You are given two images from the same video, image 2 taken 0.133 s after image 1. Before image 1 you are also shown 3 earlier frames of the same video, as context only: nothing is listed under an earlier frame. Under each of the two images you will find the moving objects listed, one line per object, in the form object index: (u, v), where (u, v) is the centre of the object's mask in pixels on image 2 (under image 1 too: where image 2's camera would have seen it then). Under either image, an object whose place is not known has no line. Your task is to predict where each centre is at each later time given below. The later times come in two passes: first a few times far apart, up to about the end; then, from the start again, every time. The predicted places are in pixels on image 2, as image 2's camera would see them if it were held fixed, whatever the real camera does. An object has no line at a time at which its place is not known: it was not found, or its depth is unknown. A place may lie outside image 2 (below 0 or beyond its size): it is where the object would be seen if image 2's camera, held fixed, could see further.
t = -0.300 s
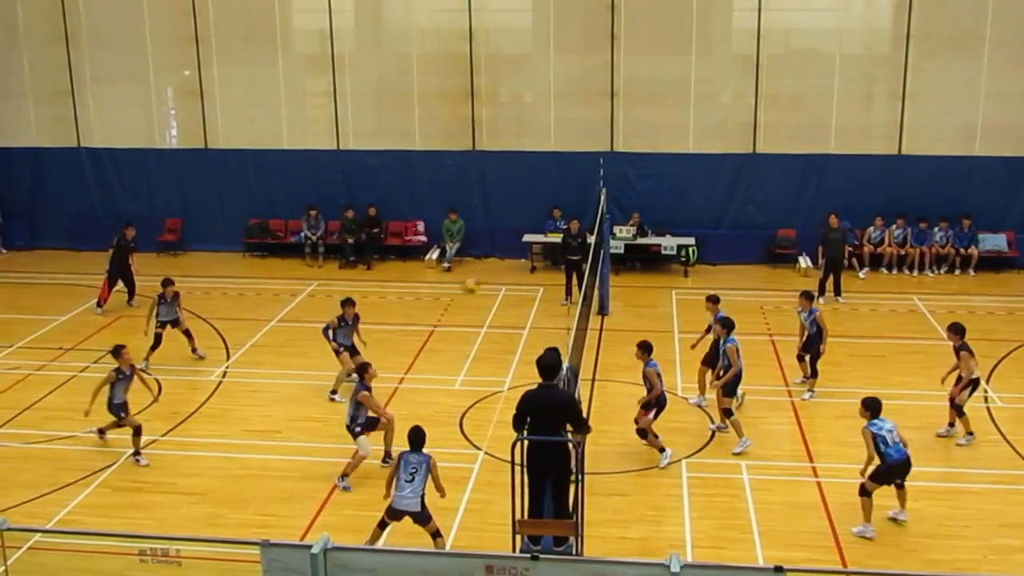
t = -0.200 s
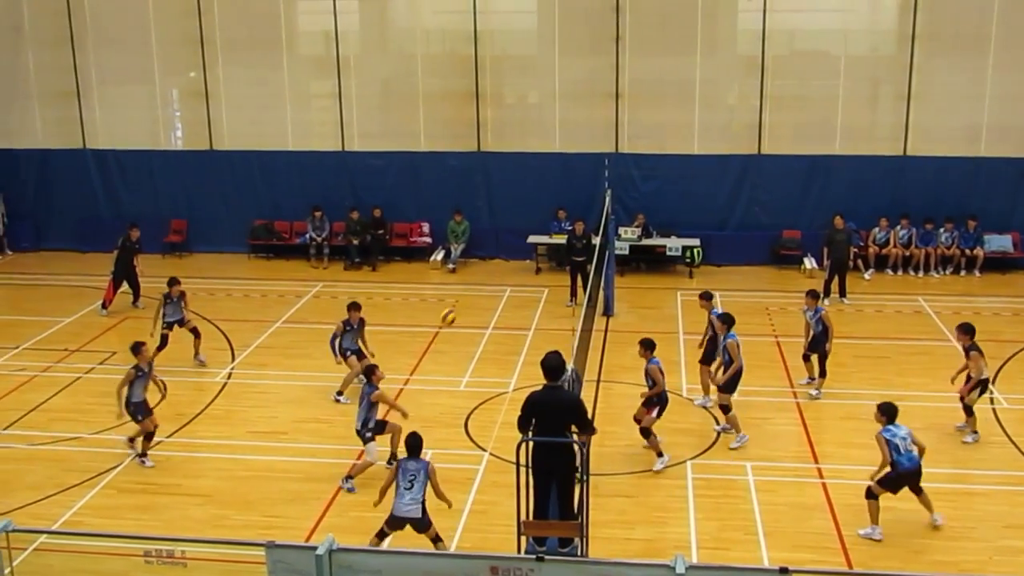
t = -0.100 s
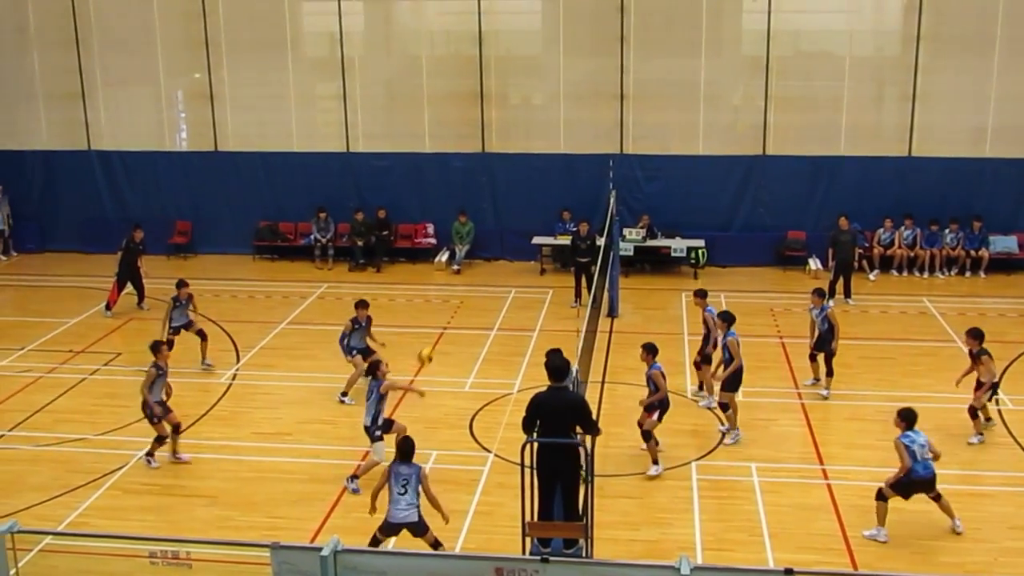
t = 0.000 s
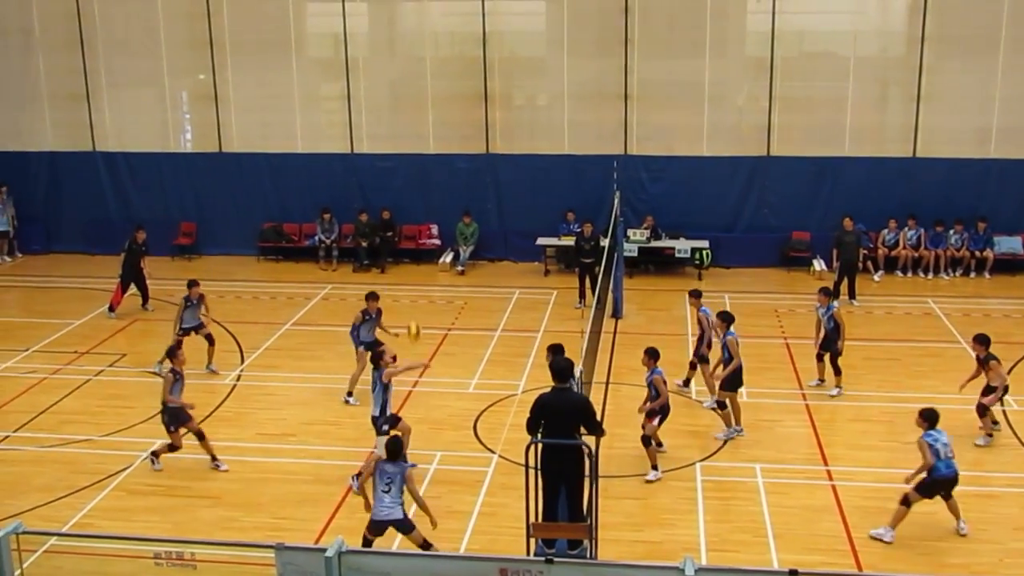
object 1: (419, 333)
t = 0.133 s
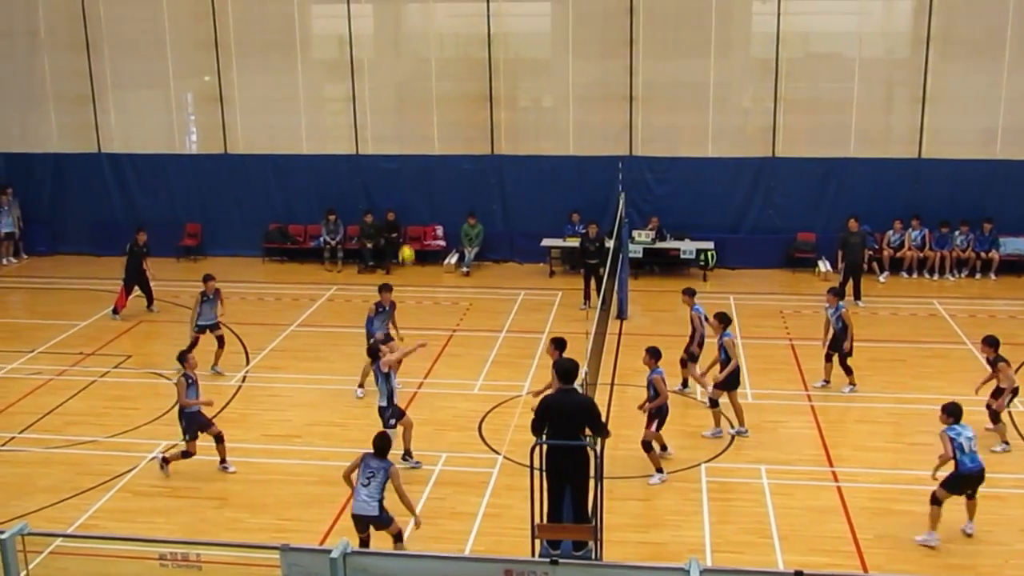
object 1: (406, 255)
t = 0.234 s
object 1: (397, 205)
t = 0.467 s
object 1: (378, 122)
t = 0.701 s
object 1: (361, 82)
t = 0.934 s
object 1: (347, 84)
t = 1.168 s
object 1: (335, 124)
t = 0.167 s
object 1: (403, 238)
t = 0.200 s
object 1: (400, 221)
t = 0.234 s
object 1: (397, 205)
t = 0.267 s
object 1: (394, 192)
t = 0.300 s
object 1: (391, 178)
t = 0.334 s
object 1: (388, 165)
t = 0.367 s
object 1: (385, 153)
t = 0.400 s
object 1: (383, 142)
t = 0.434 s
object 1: (381, 132)
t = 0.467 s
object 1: (378, 122)
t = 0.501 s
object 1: (375, 114)
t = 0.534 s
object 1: (372, 106)
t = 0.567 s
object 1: (370, 100)
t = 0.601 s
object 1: (368, 94)
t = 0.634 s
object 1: (366, 89)
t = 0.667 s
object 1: (363, 85)
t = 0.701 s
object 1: (361, 82)
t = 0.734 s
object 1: (360, 80)
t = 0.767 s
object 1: (357, 79)
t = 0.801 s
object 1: (355, 78)
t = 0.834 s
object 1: (352, 78)
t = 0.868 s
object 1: (350, 79)
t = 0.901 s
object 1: (349, 81)
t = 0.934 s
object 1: (347, 84)
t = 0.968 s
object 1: (344, 88)
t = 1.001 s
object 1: (343, 92)
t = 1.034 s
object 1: (342, 96)
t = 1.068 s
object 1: (340, 102)
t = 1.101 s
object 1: (337, 109)
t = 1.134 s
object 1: (336, 116)
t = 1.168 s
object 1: (335, 124)
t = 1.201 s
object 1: (333, 132)
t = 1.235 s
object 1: (333, 141)
